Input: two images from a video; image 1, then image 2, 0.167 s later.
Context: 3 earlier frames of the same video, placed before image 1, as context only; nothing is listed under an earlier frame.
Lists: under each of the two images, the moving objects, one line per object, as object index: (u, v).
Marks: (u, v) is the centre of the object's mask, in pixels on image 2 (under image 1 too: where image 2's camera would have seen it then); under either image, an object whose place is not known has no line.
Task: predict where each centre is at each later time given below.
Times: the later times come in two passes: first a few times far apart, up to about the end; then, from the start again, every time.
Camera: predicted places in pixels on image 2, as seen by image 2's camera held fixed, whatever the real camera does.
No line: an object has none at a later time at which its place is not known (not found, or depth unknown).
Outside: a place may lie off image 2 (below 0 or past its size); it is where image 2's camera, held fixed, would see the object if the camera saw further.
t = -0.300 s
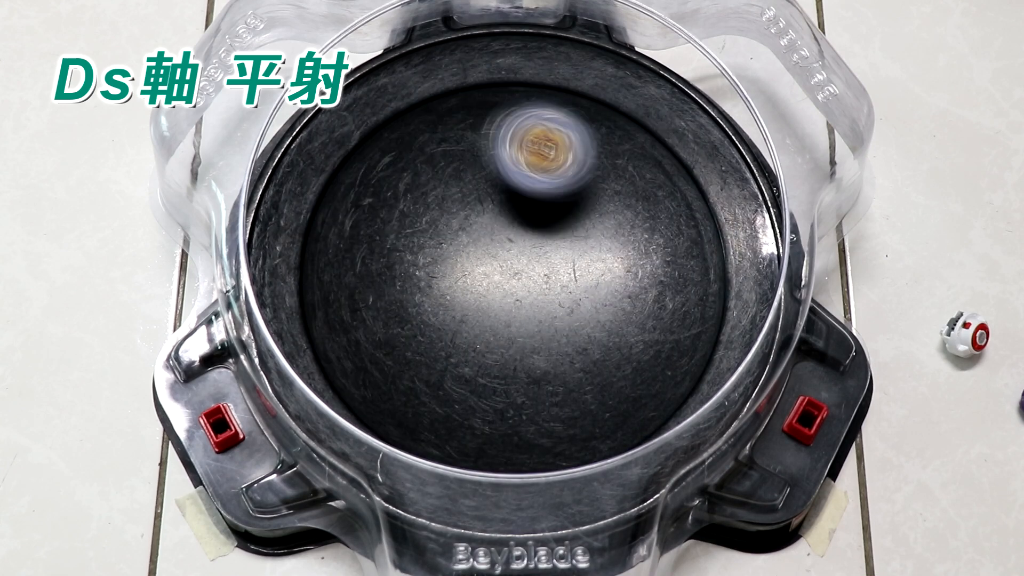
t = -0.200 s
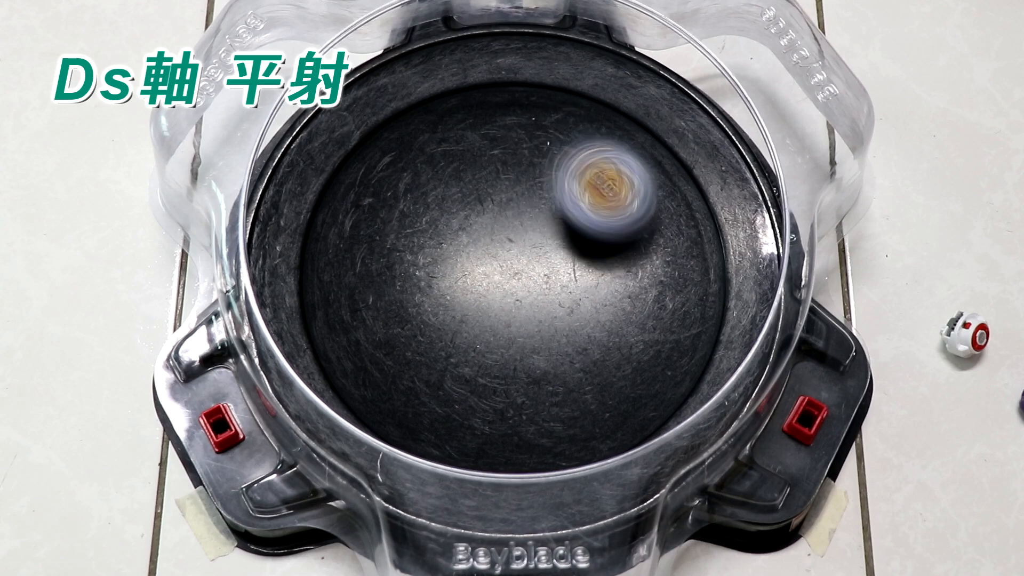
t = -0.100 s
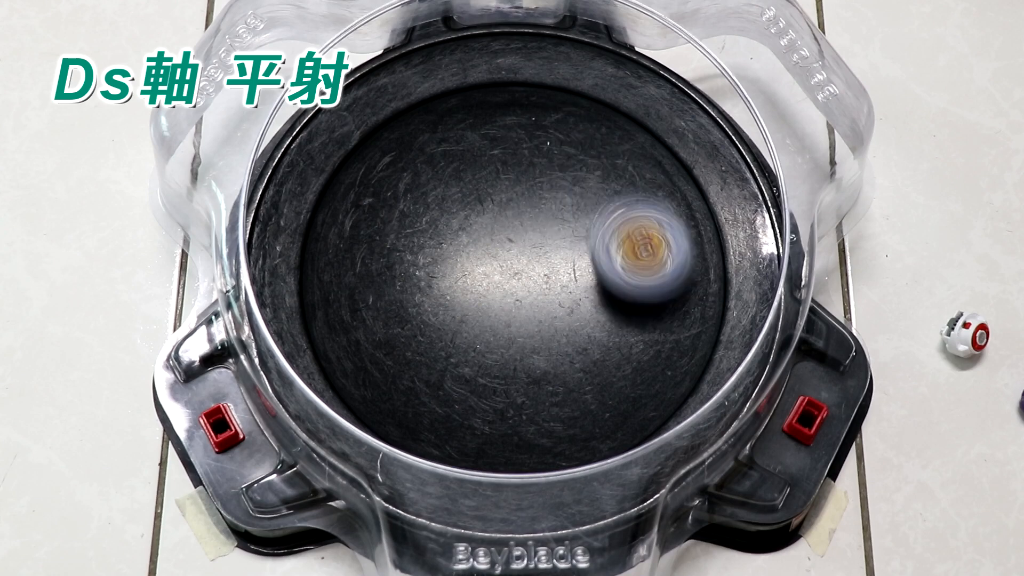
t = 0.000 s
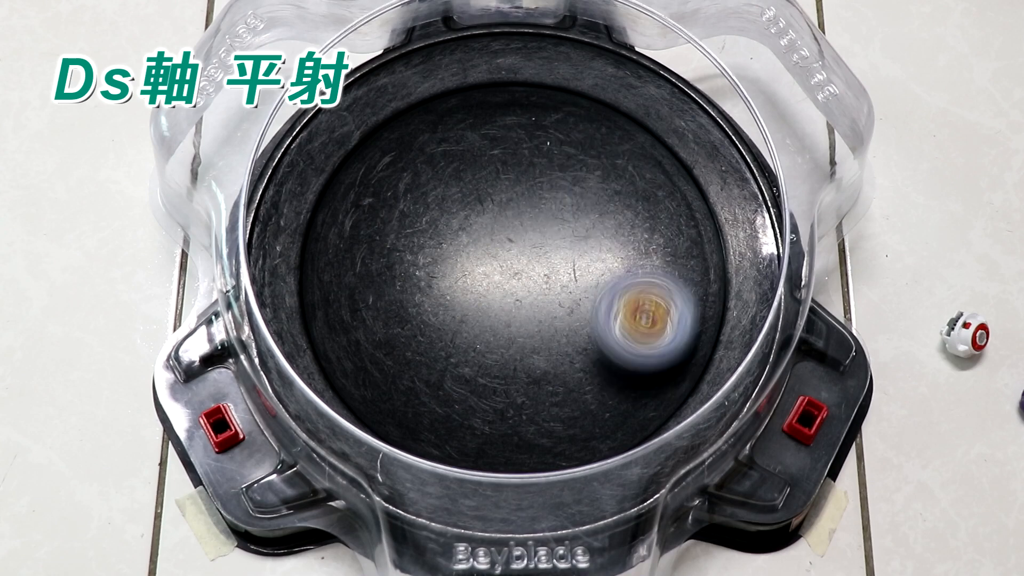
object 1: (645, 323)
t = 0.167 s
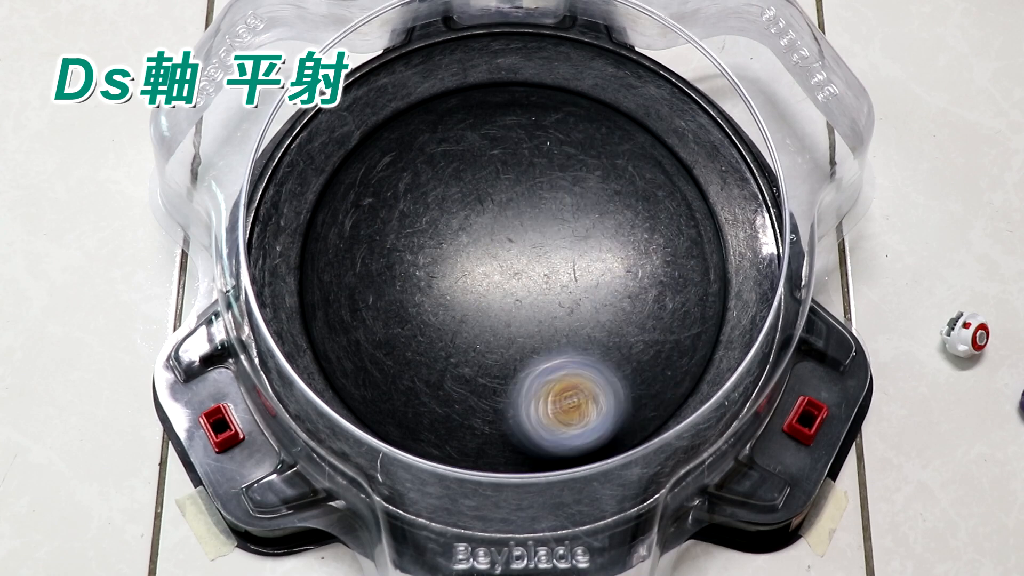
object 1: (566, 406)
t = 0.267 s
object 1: (491, 412)
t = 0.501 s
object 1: (386, 300)
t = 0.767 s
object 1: (478, 157)
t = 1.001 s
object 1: (626, 177)
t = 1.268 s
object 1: (629, 338)
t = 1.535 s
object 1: (449, 359)
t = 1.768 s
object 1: (381, 234)
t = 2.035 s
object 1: (498, 136)
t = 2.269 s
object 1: (617, 227)
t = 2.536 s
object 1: (564, 373)
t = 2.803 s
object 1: (405, 353)
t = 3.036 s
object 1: (406, 223)
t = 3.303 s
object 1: (554, 174)
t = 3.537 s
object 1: (650, 269)
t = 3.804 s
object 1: (550, 378)
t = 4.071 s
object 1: (413, 295)
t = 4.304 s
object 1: (440, 176)
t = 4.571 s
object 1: (580, 171)
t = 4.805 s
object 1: (609, 298)
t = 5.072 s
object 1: (478, 370)
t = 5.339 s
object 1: (387, 270)
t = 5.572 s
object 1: (473, 184)
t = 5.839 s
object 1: (608, 231)
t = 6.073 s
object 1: (604, 348)
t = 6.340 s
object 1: (464, 352)
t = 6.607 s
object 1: (432, 224)
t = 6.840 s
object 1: (529, 161)
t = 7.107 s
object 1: (615, 257)
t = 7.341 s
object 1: (538, 348)
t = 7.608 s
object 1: (409, 310)
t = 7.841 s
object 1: (431, 208)
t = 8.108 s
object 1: (561, 209)
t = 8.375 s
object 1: (599, 326)
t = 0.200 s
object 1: (545, 412)
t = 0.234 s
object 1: (518, 415)
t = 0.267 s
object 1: (491, 412)
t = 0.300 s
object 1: (470, 406)
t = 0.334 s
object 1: (445, 394)
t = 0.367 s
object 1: (427, 379)
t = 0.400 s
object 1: (411, 363)
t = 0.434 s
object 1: (397, 341)
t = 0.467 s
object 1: (390, 321)
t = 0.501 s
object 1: (386, 300)
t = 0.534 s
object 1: (386, 277)
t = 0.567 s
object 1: (390, 256)
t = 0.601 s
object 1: (397, 236)
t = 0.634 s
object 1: (409, 213)
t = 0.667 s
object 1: (423, 196)
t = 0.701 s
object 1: (438, 183)
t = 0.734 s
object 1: (458, 167)
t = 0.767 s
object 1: (478, 157)
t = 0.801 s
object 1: (497, 151)
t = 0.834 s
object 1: (521, 146)
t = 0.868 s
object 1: (544, 145)
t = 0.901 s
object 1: (565, 147)
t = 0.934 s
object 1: (587, 154)
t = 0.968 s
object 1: (608, 164)
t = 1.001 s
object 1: (626, 177)
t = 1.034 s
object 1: (641, 193)
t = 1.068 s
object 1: (653, 212)
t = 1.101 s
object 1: (661, 233)
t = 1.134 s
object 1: (665, 256)
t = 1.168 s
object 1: (663, 279)
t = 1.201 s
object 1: (657, 299)
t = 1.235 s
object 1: (644, 321)
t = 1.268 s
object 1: (629, 338)
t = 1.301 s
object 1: (612, 352)
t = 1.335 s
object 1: (589, 364)
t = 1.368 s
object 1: (566, 372)
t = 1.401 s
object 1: (546, 377)
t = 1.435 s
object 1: (520, 378)
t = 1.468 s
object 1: (495, 375)
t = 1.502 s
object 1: (472, 368)
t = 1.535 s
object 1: (449, 359)
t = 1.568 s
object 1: (430, 345)
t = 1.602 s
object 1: (413, 331)
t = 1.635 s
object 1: (400, 314)
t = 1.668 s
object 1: (389, 293)
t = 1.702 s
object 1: (383, 276)
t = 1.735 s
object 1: (380, 253)
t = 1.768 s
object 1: (381, 234)
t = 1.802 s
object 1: (384, 215)
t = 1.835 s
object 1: (393, 194)
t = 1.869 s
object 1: (406, 175)
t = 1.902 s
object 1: (419, 164)
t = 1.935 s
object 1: (436, 150)
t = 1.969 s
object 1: (456, 141)
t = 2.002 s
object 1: (476, 138)
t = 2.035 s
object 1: (498, 136)
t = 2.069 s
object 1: (521, 140)
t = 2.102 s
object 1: (541, 146)
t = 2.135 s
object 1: (561, 155)
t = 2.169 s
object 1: (578, 169)
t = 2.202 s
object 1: (593, 185)
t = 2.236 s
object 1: (606, 204)
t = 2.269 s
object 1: (617, 227)
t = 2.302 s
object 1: (622, 246)
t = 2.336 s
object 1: (625, 267)
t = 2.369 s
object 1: (622, 291)
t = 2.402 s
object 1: (617, 312)
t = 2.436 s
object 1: (608, 330)
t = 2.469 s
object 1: (596, 348)
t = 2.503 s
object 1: (581, 361)
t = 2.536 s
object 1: (564, 373)
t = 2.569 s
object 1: (544, 385)
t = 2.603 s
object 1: (525, 391)
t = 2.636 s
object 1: (501, 394)
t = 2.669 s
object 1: (479, 393)
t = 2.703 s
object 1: (458, 388)
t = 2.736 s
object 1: (438, 379)
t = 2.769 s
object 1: (418, 367)
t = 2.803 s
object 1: (405, 353)
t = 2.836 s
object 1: (393, 337)
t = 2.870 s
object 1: (385, 316)
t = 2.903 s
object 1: (380, 298)
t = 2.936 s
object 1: (381, 278)
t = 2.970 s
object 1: (385, 257)
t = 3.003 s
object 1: (393, 241)
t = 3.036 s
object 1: (406, 223)
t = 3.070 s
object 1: (419, 206)
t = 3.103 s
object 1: (435, 195)
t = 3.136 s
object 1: (454, 184)
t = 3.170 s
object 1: (474, 176)
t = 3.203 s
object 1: (492, 172)
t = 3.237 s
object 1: (515, 169)
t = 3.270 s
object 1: (536, 171)
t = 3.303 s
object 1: (554, 174)
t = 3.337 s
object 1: (575, 180)
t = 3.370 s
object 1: (595, 191)
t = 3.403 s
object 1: (610, 200)
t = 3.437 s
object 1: (625, 215)
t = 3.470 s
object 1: (638, 233)
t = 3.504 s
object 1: (645, 251)
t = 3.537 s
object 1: (650, 269)
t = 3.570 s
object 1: (650, 291)
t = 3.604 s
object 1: (646, 308)
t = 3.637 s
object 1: (638, 327)
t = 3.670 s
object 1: (624, 344)
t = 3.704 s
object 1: (610, 356)
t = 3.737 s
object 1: (591, 367)
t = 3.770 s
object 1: (568, 376)
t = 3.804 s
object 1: (550, 378)
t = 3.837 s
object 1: (527, 379)
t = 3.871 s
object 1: (503, 375)
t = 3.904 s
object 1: (484, 368)
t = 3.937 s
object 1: (466, 359)
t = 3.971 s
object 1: (448, 346)
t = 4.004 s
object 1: (435, 332)
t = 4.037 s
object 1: (423, 316)
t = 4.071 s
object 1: (413, 295)
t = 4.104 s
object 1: (408, 280)
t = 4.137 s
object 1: (406, 260)
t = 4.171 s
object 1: (407, 240)
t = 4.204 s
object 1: (411, 224)
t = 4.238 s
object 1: (418, 206)
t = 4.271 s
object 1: (429, 189)
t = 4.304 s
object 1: (440, 176)
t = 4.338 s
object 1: (455, 163)
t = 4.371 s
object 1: (471, 154)
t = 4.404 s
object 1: (489, 148)
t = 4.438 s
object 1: (508, 146)
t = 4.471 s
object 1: (527, 147)
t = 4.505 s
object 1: (547, 151)
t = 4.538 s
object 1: (564, 159)
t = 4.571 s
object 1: (580, 171)
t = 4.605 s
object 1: (594, 186)
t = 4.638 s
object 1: (604, 201)
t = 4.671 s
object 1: (613, 222)
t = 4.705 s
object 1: (617, 240)
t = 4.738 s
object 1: (618, 258)
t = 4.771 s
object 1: (615, 278)
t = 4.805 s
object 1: (609, 298)
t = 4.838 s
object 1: (598, 316)
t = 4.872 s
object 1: (588, 330)
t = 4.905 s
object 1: (573, 343)
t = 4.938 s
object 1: (558, 353)
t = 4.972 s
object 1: (538, 362)
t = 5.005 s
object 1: (519, 368)
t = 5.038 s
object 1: (500, 371)
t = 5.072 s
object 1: (478, 370)
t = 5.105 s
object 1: (461, 366)
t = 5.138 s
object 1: (441, 359)
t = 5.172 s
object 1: (424, 349)
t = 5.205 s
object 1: (409, 336)
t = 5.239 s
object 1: (399, 322)
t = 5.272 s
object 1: (391, 305)
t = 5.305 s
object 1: (386, 289)
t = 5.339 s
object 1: (387, 270)
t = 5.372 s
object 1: (390, 251)
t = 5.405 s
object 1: (398, 238)
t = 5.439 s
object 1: (408, 221)
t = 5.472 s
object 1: (421, 208)
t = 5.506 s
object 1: (437, 198)
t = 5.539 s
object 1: (452, 190)
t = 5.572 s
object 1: (473, 184)
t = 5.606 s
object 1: (490, 182)
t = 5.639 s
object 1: (509, 182)
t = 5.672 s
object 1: (529, 185)
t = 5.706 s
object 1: (548, 189)
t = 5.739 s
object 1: (564, 196)
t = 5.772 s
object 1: (581, 206)
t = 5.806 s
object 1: (596, 218)
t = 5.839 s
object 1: (608, 231)
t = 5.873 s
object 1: (619, 249)
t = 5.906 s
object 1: (624, 265)
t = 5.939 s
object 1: (627, 280)
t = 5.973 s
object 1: (627, 301)
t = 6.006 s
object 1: (624, 318)
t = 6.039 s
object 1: (616, 334)
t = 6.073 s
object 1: (604, 348)
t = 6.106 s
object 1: (588, 361)
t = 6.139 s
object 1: (574, 367)
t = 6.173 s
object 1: (554, 374)
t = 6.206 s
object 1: (535, 376)
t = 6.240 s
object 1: (517, 375)
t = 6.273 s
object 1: (496, 370)
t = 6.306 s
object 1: (478, 361)
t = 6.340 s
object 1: (464, 352)
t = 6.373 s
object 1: (449, 338)
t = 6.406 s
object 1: (439, 324)
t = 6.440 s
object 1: (431, 308)
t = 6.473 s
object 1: (425, 291)
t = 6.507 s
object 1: (423, 275)
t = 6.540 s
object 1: (423, 256)
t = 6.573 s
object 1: (427, 240)
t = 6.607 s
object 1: (432, 224)
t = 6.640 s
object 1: (440, 209)
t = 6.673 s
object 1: (451, 194)
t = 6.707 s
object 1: (464, 182)
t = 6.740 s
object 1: (479, 173)
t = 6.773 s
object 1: (495, 165)
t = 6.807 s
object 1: (511, 162)
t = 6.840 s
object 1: (529, 161)
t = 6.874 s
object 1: (546, 163)
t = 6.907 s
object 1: (565, 169)
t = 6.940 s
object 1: (578, 178)
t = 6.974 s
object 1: (593, 191)
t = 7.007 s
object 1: (603, 206)
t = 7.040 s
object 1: (610, 221)
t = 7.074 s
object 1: (615, 239)
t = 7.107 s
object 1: (615, 257)
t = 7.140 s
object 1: (613, 272)
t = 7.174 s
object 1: (605, 290)
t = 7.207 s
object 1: (596, 308)
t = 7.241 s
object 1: (585, 320)
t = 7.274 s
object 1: (570, 332)
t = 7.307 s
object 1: (555, 342)
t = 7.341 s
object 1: (538, 348)
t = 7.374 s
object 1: (520, 352)
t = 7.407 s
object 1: (503, 354)
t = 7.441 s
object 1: (484, 353)
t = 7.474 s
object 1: (466, 349)
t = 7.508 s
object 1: (449, 343)
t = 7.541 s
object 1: (434, 334)
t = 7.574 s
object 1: (420, 322)
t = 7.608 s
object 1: (409, 310)
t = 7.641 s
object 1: (402, 294)
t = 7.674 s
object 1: (398, 278)
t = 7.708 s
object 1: (398, 263)
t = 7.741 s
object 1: (401, 247)
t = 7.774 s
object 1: (408, 232)
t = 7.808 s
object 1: (418, 219)
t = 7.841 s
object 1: (431, 208)
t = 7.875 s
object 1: (446, 198)
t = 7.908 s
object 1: (461, 192)
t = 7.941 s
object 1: (479, 188)
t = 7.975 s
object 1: (495, 187)
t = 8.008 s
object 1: (513, 190)
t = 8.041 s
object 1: (531, 194)
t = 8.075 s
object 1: (547, 200)
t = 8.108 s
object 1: (561, 209)
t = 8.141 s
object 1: (575, 220)
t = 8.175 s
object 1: (587, 232)
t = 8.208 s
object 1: (598, 248)
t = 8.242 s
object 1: (604, 261)
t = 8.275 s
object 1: (607, 277)
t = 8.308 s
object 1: (608, 295)
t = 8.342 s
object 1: (607, 310)
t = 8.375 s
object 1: (599, 326)
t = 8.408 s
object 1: (592, 339)
